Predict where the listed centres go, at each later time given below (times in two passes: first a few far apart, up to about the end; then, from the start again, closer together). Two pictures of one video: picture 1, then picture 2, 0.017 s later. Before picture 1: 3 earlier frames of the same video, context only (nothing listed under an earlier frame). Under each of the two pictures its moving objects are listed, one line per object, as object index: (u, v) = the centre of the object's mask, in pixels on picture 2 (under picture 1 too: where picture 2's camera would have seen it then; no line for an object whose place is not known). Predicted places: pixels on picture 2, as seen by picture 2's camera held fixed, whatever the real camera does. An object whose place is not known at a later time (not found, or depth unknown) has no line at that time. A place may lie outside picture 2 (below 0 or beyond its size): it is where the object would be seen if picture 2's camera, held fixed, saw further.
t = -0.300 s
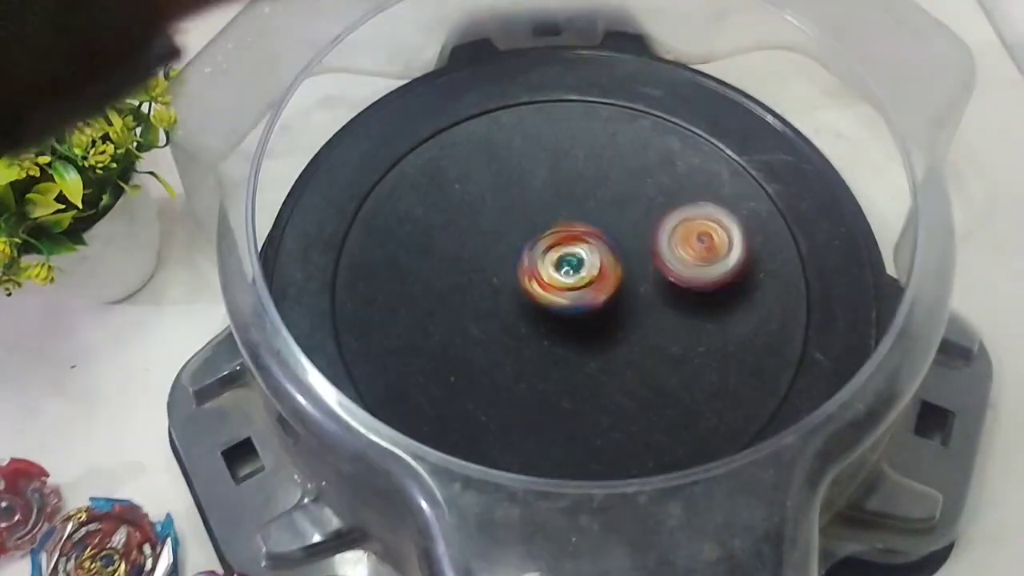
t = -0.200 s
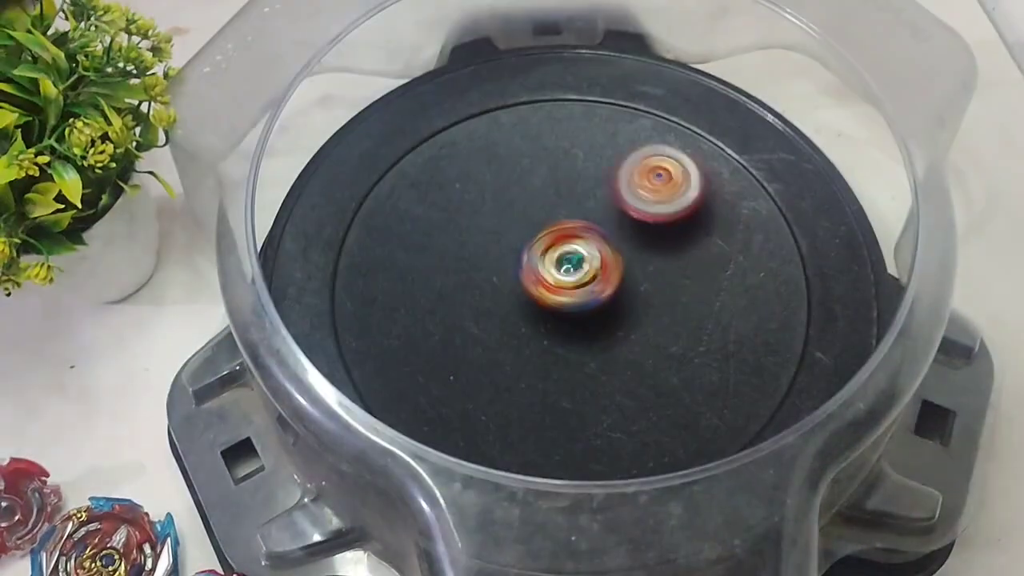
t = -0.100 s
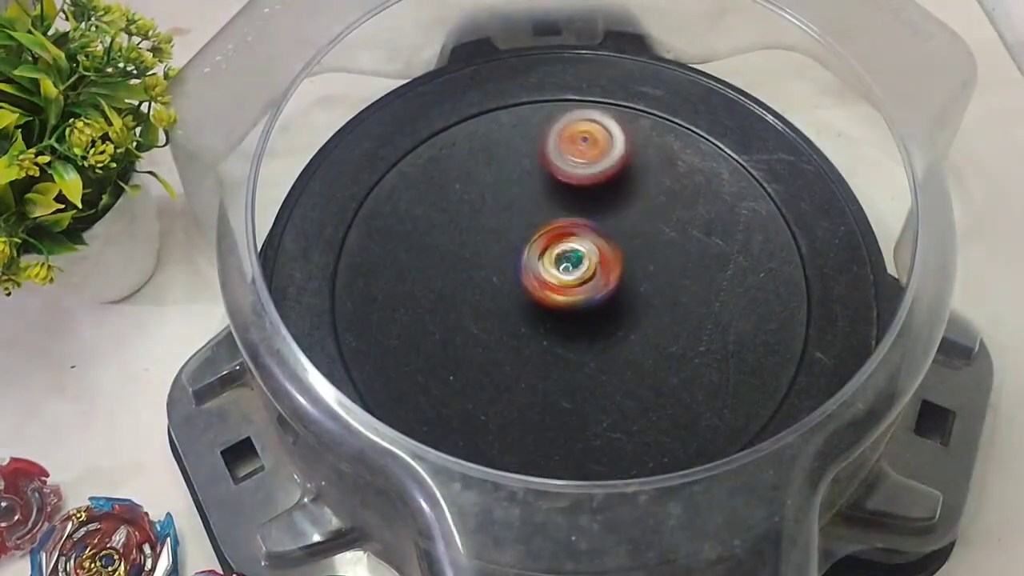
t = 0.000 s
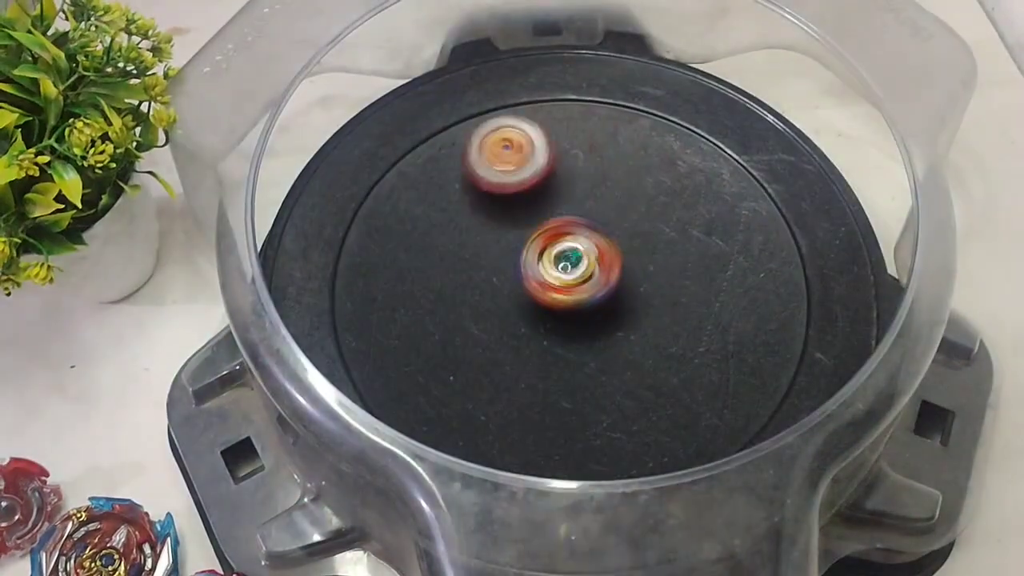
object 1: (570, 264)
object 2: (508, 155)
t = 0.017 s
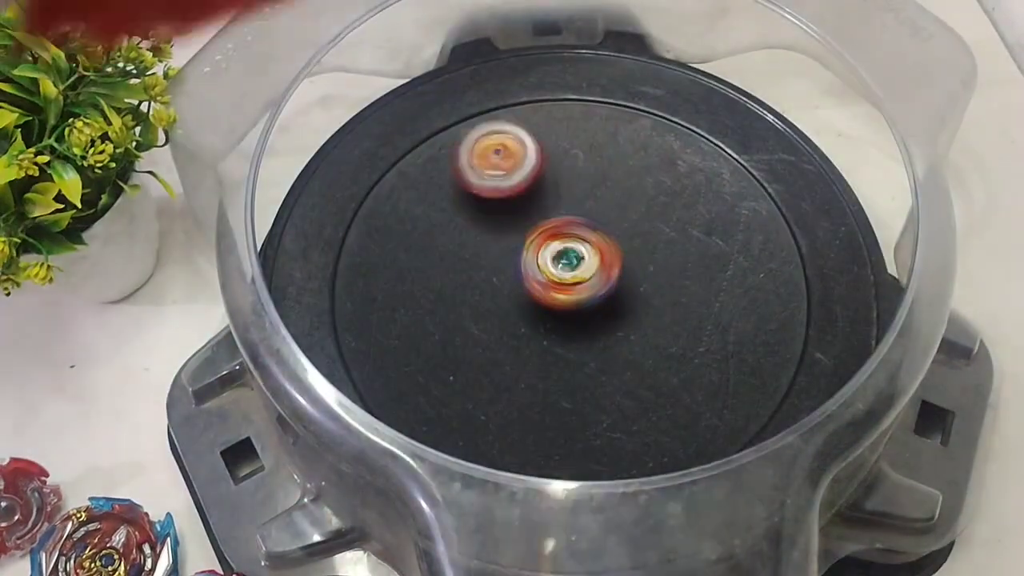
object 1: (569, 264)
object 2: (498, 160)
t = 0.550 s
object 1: (596, 268)
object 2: (660, 357)
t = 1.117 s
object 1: (526, 291)
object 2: (480, 158)
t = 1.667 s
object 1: (665, 431)
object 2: (554, 237)
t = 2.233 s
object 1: (631, 232)
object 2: (540, 235)
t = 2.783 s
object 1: (506, 217)
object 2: (617, 292)
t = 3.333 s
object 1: (597, 363)
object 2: (572, 276)
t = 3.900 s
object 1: (617, 238)
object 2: (531, 280)
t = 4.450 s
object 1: (512, 249)
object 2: (523, 351)
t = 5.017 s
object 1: (556, 184)
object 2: (622, 329)
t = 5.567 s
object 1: (558, 184)
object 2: (532, 292)
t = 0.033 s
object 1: (569, 264)
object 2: (489, 167)
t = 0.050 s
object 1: (569, 264)
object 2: (482, 175)
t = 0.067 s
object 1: (569, 263)
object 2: (476, 183)
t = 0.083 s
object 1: (568, 263)
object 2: (472, 193)
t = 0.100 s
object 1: (569, 264)
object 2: (469, 203)
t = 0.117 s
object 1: (568, 263)
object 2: (467, 213)
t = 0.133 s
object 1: (567, 263)
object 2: (465, 222)
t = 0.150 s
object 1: (568, 264)
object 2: (465, 229)
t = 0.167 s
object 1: (569, 264)
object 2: (464, 241)
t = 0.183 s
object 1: (570, 265)
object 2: (463, 249)
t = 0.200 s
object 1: (575, 266)
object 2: (458, 256)
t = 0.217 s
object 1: (577, 268)
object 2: (456, 264)
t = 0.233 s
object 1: (579, 269)
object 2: (456, 270)
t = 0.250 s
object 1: (580, 270)
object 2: (457, 280)
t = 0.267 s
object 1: (580, 271)
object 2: (458, 287)
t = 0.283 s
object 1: (582, 272)
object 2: (460, 295)
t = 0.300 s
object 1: (583, 272)
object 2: (465, 304)
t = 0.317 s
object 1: (585, 274)
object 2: (472, 315)
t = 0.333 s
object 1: (586, 274)
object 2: (479, 325)
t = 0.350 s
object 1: (587, 274)
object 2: (487, 333)
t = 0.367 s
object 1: (588, 275)
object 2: (499, 341)
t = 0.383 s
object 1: (589, 275)
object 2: (512, 350)
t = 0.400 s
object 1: (590, 276)
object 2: (526, 358)
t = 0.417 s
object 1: (592, 276)
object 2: (541, 365)
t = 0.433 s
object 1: (594, 275)
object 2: (556, 369)
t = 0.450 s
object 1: (594, 275)
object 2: (572, 371)
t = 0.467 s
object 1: (595, 275)
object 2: (589, 373)
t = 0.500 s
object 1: (597, 273)
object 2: (622, 369)
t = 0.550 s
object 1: (596, 268)
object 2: (660, 357)
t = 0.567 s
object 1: (597, 268)
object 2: (671, 350)
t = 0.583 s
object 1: (599, 267)
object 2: (681, 341)
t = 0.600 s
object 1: (599, 265)
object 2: (689, 332)
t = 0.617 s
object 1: (600, 263)
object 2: (695, 323)
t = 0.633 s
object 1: (599, 261)
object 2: (698, 312)
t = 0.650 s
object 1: (598, 260)
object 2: (701, 302)
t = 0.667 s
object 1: (598, 259)
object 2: (704, 290)
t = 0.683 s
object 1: (595, 257)
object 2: (706, 279)
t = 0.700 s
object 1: (593, 256)
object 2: (707, 267)
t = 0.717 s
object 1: (593, 255)
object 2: (706, 255)
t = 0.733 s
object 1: (592, 254)
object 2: (703, 244)
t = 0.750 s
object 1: (590, 252)
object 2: (700, 235)
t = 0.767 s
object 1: (588, 249)
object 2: (695, 224)
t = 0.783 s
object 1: (587, 249)
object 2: (689, 215)
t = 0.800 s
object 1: (585, 248)
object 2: (681, 207)
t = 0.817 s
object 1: (581, 247)
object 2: (675, 197)
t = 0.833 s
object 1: (578, 247)
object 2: (665, 190)
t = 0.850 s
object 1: (578, 247)
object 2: (657, 183)
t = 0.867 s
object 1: (575, 246)
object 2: (647, 177)
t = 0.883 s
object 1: (573, 245)
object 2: (636, 172)
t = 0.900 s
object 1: (570, 244)
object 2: (625, 167)
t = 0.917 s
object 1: (567, 244)
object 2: (611, 165)
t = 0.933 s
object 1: (563, 245)
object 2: (599, 163)
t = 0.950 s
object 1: (562, 246)
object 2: (587, 161)
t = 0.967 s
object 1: (559, 250)
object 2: (575, 158)
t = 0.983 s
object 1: (556, 255)
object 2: (564, 152)
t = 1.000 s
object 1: (550, 261)
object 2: (553, 147)
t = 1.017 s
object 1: (546, 267)
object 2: (540, 145)
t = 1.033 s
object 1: (543, 270)
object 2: (531, 144)
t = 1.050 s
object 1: (537, 275)
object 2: (520, 145)
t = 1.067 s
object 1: (535, 280)
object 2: (509, 146)
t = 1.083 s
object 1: (531, 282)
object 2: (499, 149)
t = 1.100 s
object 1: (528, 287)
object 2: (490, 154)
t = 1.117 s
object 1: (526, 291)
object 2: (480, 158)
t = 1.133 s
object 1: (524, 293)
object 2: (473, 163)
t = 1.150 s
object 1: (521, 295)
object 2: (465, 171)
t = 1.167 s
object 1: (519, 299)
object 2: (458, 178)
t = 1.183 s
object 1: (517, 301)
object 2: (452, 187)
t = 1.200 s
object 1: (516, 304)
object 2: (447, 198)
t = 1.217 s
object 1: (513, 307)
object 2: (443, 207)
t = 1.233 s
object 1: (512, 309)
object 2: (442, 217)
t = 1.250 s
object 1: (511, 312)
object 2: (442, 229)
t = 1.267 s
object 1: (511, 315)
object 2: (442, 240)
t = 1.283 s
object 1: (514, 321)
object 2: (443, 248)
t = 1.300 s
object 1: (522, 330)
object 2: (439, 252)
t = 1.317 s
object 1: (529, 339)
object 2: (436, 256)
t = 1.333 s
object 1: (536, 348)
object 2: (435, 261)
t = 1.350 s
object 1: (542, 355)
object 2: (436, 267)
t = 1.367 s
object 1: (547, 361)
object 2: (437, 273)
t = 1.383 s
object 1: (552, 365)
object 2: (441, 280)
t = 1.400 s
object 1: (557, 371)
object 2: (446, 287)
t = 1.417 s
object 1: (561, 376)
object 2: (454, 295)
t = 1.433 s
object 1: (565, 380)
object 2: (462, 302)
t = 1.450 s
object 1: (570, 382)
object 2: (473, 308)
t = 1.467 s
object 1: (575, 385)
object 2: (485, 313)
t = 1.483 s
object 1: (582, 392)
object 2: (496, 310)
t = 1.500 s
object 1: (591, 402)
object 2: (505, 303)
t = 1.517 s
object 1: (600, 411)
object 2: (513, 296)
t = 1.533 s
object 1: (609, 418)
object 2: (522, 289)
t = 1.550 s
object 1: (617, 424)
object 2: (529, 282)
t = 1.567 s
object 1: (624, 427)
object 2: (536, 276)
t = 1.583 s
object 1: (633, 430)
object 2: (540, 270)
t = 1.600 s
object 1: (639, 431)
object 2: (544, 264)
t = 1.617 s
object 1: (646, 432)
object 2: (547, 258)
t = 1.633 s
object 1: (654, 433)
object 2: (549, 251)
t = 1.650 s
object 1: (658, 433)
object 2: (552, 244)
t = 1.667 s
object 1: (665, 431)
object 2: (554, 237)
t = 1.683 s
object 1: (669, 429)
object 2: (554, 231)
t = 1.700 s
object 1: (673, 428)
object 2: (553, 223)
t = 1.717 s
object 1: (677, 427)
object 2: (553, 215)
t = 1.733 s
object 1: (681, 426)
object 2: (552, 208)
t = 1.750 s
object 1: (686, 424)
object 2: (550, 200)
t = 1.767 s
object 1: (689, 421)
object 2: (547, 193)
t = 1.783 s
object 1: (692, 417)
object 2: (543, 187)
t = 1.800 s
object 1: (695, 413)
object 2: (539, 182)
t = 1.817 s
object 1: (696, 409)
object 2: (534, 177)
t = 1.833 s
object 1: (699, 407)
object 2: (529, 173)
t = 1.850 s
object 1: (700, 402)
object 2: (523, 171)
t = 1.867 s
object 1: (701, 397)
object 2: (518, 170)
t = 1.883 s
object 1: (703, 392)
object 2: (514, 169)
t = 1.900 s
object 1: (702, 387)
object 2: (510, 170)
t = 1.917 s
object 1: (702, 381)
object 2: (506, 171)
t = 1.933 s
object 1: (702, 375)
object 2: (504, 173)
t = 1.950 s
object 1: (702, 368)
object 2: (501, 176)
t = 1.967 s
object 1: (701, 362)
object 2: (499, 179)
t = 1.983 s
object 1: (700, 354)
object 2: (498, 183)
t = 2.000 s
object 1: (698, 346)
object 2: (498, 187)
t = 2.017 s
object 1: (696, 338)
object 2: (499, 192)
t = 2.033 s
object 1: (693, 330)
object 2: (500, 196)
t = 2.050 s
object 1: (690, 322)
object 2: (502, 200)
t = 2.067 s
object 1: (686, 314)
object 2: (504, 204)
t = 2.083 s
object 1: (682, 305)
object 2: (506, 209)
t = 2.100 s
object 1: (679, 296)
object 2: (509, 213)
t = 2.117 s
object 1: (673, 286)
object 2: (512, 217)
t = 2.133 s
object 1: (667, 279)
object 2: (516, 220)
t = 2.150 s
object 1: (662, 270)
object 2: (519, 224)
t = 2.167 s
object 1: (655, 262)
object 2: (524, 227)
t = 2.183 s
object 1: (648, 255)
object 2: (528, 229)
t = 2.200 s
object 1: (642, 247)
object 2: (532, 231)
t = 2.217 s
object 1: (635, 239)
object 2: (536, 233)
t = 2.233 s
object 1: (631, 232)
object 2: (540, 235)
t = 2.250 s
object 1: (632, 224)
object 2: (534, 234)
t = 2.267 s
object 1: (628, 217)
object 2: (529, 233)
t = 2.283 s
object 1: (629, 212)
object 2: (526, 233)
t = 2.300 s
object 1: (625, 205)
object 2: (524, 233)
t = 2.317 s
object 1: (620, 201)
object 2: (524, 234)
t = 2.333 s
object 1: (614, 198)
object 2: (526, 236)
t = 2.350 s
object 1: (609, 192)
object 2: (529, 237)
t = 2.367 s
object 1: (603, 189)
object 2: (534, 240)
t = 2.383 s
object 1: (598, 186)
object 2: (538, 244)
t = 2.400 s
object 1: (595, 183)
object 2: (537, 251)
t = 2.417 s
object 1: (592, 179)
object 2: (535, 257)
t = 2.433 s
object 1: (589, 177)
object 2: (534, 264)
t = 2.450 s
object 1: (584, 176)
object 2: (533, 269)
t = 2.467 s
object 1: (579, 174)
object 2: (533, 275)
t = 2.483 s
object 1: (574, 174)
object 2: (535, 278)
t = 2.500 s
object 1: (571, 175)
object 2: (537, 281)
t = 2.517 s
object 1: (566, 175)
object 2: (539, 283)
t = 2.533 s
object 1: (562, 176)
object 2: (542, 283)
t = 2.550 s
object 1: (558, 176)
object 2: (545, 284)
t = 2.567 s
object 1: (553, 178)
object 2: (550, 284)
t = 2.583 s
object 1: (549, 179)
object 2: (557, 286)
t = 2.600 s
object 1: (545, 180)
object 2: (563, 289)
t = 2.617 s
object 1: (540, 183)
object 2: (571, 292)
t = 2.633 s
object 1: (537, 185)
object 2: (580, 296)
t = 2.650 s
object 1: (532, 188)
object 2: (587, 297)
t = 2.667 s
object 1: (529, 191)
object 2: (593, 298)
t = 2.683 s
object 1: (526, 192)
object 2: (599, 299)
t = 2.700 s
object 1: (521, 196)
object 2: (603, 299)
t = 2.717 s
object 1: (519, 200)
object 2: (607, 299)
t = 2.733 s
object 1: (516, 203)
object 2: (610, 298)
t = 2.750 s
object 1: (512, 208)
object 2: (613, 297)
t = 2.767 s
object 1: (510, 213)
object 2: (615, 294)
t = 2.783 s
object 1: (506, 217)
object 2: (617, 292)
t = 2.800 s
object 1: (504, 222)
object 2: (618, 289)
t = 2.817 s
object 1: (502, 227)
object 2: (618, 287)
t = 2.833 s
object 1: (499, 232)
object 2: (618, 285)
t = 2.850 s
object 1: (498, 238)
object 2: (618, 283)
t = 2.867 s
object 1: (496, 245)
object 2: (618, 280)
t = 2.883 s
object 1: (495, 250)
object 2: (617, 277)
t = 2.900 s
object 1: (496, 257)
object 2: (616, 274)
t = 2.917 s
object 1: (496, 263)
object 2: (614, 273)
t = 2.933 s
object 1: (495, 269)
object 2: (612, 272)
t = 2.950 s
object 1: (497, 275)
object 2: (611, 270)
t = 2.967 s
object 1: (497, 281)
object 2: (609, 268)
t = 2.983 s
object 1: (499, 287)
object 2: (607, 266)
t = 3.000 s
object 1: (501, 293)
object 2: (605, 265)
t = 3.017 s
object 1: (502, 299)
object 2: (603, 264)
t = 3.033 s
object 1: (506, 306)
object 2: (600, 264)
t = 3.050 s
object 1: (509, 311)
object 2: (598, 264)
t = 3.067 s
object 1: (511, 317)
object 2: (596, 263)
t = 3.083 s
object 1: (516, 323)
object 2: (594, 262)
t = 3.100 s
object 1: (520, 328)
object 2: (591, 262)
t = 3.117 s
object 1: (523, 332)
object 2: (589, 262)
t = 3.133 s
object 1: (529, 338)
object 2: (587, 263)
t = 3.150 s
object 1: (533, 342)
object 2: (585, 263)
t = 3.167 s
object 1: (539, 345)
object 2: (584, 263)
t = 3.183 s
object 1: (545, 350)
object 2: (582, 264)
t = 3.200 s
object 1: (549, 353)
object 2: (581, 264)
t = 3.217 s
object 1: (555, 355)
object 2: (579, 266)
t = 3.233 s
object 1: (562, 357)
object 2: (579, 268)
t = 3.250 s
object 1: (566, 359)
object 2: (578, 269)
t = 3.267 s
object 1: (574, 360)
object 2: (576, 270)
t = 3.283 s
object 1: (580, 362)
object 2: (575, 271)
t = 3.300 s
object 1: (584, 362)
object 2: (574, 272)
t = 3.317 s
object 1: (591, 363)
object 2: (572, 274)
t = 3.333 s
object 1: (597, 363)
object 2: (572, 276)
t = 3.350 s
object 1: (602, 363)
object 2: (571, 277)
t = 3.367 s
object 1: (608, 361)
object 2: (570, 278)
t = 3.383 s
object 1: (613, 361)
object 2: (569, 279)
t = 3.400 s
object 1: (618, 360)
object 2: (568, 280)
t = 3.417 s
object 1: (623, 357)
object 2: (567, 282)
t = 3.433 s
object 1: (627, 355)
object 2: (567, 283)
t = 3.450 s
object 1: (631, 353)
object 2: (566, 284)
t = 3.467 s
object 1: (636, 349)
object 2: (565, 284)
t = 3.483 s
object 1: (639, 346)
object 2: (564, 285)
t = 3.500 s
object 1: (643, 342)
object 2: (564, 287)
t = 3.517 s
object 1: (646, 338)
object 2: (564, 288)
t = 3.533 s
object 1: (649, 335)
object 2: (564, 288)
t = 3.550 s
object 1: (651, 330)
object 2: (563, 288)
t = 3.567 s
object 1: (655, 324)
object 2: (562, 288)
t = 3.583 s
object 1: (656, 320)
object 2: (562, 289)
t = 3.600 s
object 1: (658, 315)
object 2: (561, 289)
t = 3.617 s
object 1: (659, 310)
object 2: (561, 288)
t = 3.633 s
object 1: (660, 306)
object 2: (561, 287)
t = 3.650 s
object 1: (660, 302)
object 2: (560, 287)
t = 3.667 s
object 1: (659, 296)
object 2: (559, 288)
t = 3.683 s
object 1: (658, 291)
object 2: (559, 287)
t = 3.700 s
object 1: (658, 286)
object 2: (559, 287)
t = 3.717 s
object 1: (656, 279)
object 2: (559, 286)
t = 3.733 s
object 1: (654, 276)
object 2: (557, 285)
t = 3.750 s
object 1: (653, 271)
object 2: (556, 284)
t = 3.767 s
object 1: (650, 266)
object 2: (554, 282)
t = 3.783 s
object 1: (646, 263)
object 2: (552, 280)
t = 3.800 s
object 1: (643, 259)
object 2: (548, 280)
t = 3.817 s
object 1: (640, 254)
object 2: (545, 280)
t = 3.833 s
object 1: (635, 251)
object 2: (543, 280)
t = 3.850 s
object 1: (632, 248)
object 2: (540, 279)
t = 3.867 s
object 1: (627, 243)
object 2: (537, 279)
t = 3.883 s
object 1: (621, 241)
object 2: (533, 280)
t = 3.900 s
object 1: (617, 238)
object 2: (531, 280)
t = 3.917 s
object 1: (612, 234)
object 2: (527, 280)
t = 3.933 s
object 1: (606, 232)
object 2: (525, 280)
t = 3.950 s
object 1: (601, 229)
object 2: (522, 282)
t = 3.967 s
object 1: (595, 226)
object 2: (520, 282)
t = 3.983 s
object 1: (588, 225)
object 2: (518, 282)
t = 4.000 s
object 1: (583, 223)
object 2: (516, 282)
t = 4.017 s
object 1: (577, 221)
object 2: (515, 283)
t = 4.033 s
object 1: (571, 221)
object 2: (512, 285)
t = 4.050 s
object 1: (567, 219)
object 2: (509, 286)
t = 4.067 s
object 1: (563, 218)
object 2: (504, 289)
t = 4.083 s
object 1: (560, 216)
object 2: (499, 294)
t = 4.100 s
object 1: (556, 215)
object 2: (495, 297)
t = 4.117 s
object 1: (552, 215)
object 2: (492, 300)
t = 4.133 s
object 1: (549, 216)
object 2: (490, 303)
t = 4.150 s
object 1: (544, 217)
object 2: (490, 306)
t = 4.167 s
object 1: (540, 220)
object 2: (490, 309)
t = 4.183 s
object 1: (537, 221)
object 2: (490, 311)
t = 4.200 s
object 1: (534, 223)
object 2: (489, 314)
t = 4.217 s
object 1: (530, 226)
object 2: (491, 317)
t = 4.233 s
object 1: (528, 228)
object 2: (492, 319)
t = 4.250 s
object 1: (524, 229)
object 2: (493, 320)
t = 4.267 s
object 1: (522, 233)
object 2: (495, 323)
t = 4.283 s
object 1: (520, 235)
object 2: (498, 324)
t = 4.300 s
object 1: (517, 237)
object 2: (500, 325)
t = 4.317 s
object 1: (516, 237)
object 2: (500, 330)
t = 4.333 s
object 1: (516, 236)
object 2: (503, 336)
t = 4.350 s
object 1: (515, 235)
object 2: (504, 340)
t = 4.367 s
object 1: (513, 237)
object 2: (507, 344)
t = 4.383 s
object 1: (512, 239)
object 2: (509, 348)
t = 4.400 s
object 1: (511, 241)
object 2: (512, 349)
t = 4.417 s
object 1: (512, 245)
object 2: (516, 349)
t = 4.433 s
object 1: (512, 247)
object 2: (519, 351)
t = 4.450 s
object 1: (512, 249)
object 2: (523, 351)
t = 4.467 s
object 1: (513, 252)
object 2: (527, 350)
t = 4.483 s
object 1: (513, 255)
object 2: (530, 350)
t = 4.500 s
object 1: (514, 256)
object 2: (536, 349)
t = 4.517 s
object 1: (514, 253)
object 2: (539, 354)
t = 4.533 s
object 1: (517, 251)
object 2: (542, 358)
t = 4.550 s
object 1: (517, 248)
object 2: (548, 360)
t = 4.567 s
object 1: (517, 247)
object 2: (551, 361)
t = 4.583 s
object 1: (518, 248)
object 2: (554, 362)
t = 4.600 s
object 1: (520, 248)
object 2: (558, 362)
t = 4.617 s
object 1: (525, 250)
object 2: (561, 359)
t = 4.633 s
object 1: (528, 250)
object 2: (564, 358)
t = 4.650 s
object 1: (529, 250)
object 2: (568, 355)
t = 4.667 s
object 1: (533, 250)
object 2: (570, 352)
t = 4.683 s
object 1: (536, 250)
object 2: (573, 349)
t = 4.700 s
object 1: (537, 250)
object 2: (576, 345)
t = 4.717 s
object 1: (542, 251)
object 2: (578, 341)
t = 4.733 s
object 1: (544, 251)
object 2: (579, 337)
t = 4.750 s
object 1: (542, 243)
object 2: (584, 342)
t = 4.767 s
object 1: (542, 234)
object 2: (588, 348)
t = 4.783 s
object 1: (542, 227)
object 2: (591, 353)
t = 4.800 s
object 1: (541, 221)
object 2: (595, 355)
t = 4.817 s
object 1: (542, 217)
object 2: (598, 356)
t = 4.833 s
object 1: (543, 213)
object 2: (602, 357)
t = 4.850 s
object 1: (545, 210)
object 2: (604, 356)
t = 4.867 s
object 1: (547, 207)
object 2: (607, 354)
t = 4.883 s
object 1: (548, 204)
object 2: (611, 353)
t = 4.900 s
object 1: (549, 202)
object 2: (613, 350)
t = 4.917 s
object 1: (551, 199)
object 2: (615, 348)
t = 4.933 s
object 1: (553, 195)
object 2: (618, 345)
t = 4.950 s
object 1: (553, 193)
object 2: (620, 342)
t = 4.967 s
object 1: (555, 190)
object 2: (620, 339)
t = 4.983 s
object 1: (555, 188)
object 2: (621, 336)
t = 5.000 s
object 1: (555, 187)
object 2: (622, 332)
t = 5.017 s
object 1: (556, 184)
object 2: (622, 329)
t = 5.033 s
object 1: (557, 181)
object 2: (622, 325)
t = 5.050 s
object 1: (556, 180)
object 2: (622, 322)
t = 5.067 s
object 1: (557, 178)
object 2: (621, 318)
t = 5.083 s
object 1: (556, 176)
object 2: (619, 314)
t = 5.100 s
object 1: (556, 175)
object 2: (618, 311)
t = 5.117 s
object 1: (556, 174)
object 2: (616, 308)
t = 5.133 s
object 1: (556, 172)
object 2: (614, 304)
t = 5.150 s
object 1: (555, 171)
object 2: (612, 301)
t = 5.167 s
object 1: (555, 171)
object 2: (609, 297)
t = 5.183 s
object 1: (555, 170)
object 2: (607, 293)
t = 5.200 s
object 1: (555, 170)
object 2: (604, 291)
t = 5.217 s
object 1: (555, 170)
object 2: (600, 288)
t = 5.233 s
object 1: (555, 170)
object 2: (597, 285)
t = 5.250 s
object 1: (554, 170)
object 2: (594, 282)
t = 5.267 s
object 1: (554, 171)
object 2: (591, 280)
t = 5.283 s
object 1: (553, 171)
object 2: (587, 278)
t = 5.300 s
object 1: (553, 172)
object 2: (584, 275)
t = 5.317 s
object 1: (552, 174)
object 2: (581, 273)
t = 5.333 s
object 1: (553, 174)
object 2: (578, 272)
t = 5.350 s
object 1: (552, 175)
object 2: (573, 269)
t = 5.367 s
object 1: (552, 177)
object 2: (570, 269)
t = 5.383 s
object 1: (551, 176)
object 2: (567, 271)
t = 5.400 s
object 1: (550, 176)
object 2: (563, 271)
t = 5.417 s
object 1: (549, 178)
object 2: (559, 272)
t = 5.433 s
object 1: (550, 180)
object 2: (556, 272)
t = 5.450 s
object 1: (551, 178)
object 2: (551, 275)
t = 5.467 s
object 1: (552, 177)
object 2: (548, 279)
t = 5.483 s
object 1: (553, 177)
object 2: (544, 281)
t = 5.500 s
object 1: (553, 178)
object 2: (540, 285)
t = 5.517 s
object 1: (554, 180)
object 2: (538, 287)
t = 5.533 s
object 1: (556, 181)
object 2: (535, 289)
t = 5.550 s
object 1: (557, 182)
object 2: (534, 291)
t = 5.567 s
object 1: (558, 184)
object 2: (532, 292)
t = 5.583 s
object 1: (560, 184)
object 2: (531, 295)
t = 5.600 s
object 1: (560, 186)
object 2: (530, 295)
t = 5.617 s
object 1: (563, 189)
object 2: (527, 297)
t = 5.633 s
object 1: (565, 190)
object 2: (528, 299)
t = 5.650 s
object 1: (566, 192)
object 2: (528, 299)
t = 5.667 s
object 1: (568, 195)
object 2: (527, 301)
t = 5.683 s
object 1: (569, 196)
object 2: (527, 301)
